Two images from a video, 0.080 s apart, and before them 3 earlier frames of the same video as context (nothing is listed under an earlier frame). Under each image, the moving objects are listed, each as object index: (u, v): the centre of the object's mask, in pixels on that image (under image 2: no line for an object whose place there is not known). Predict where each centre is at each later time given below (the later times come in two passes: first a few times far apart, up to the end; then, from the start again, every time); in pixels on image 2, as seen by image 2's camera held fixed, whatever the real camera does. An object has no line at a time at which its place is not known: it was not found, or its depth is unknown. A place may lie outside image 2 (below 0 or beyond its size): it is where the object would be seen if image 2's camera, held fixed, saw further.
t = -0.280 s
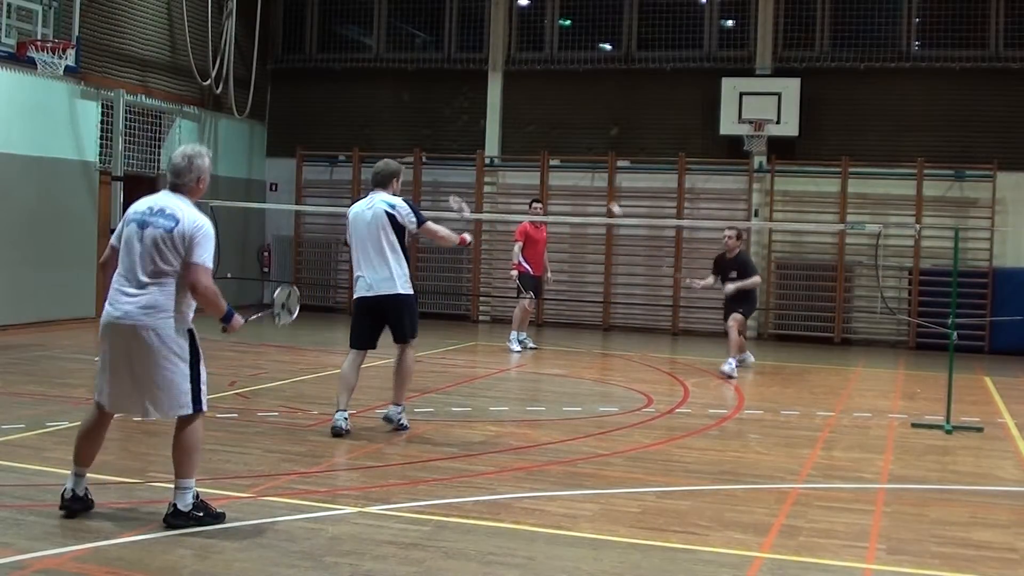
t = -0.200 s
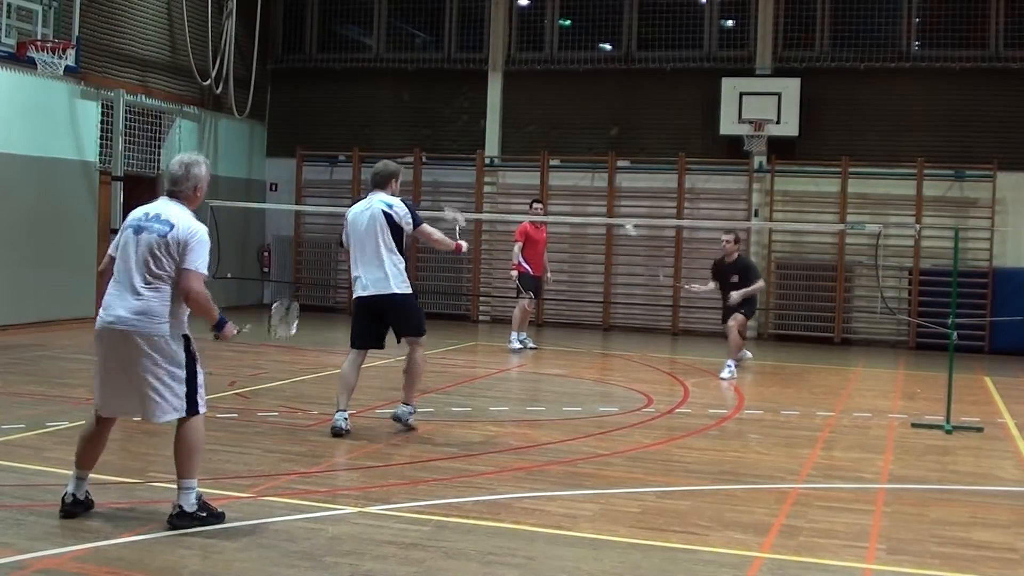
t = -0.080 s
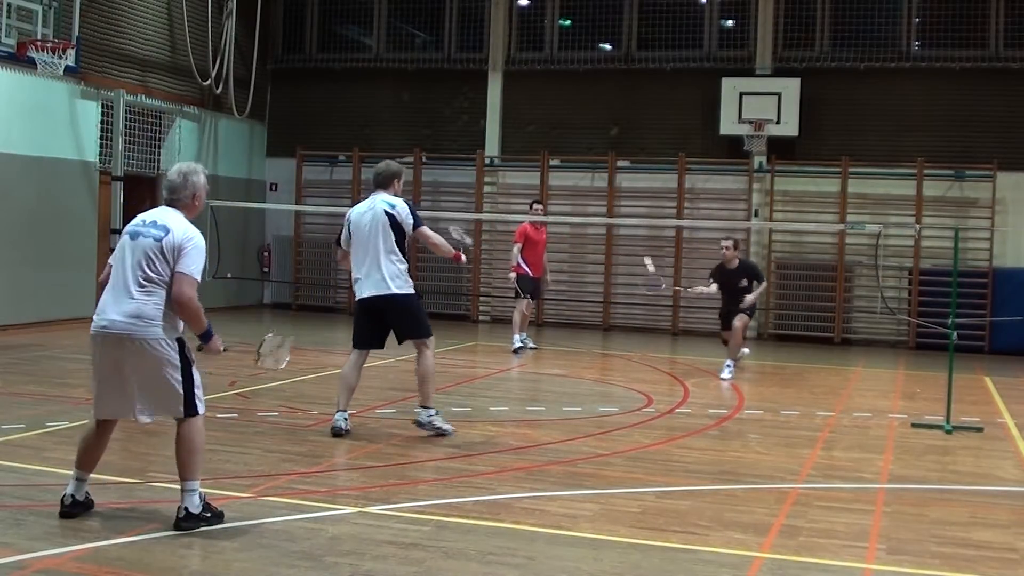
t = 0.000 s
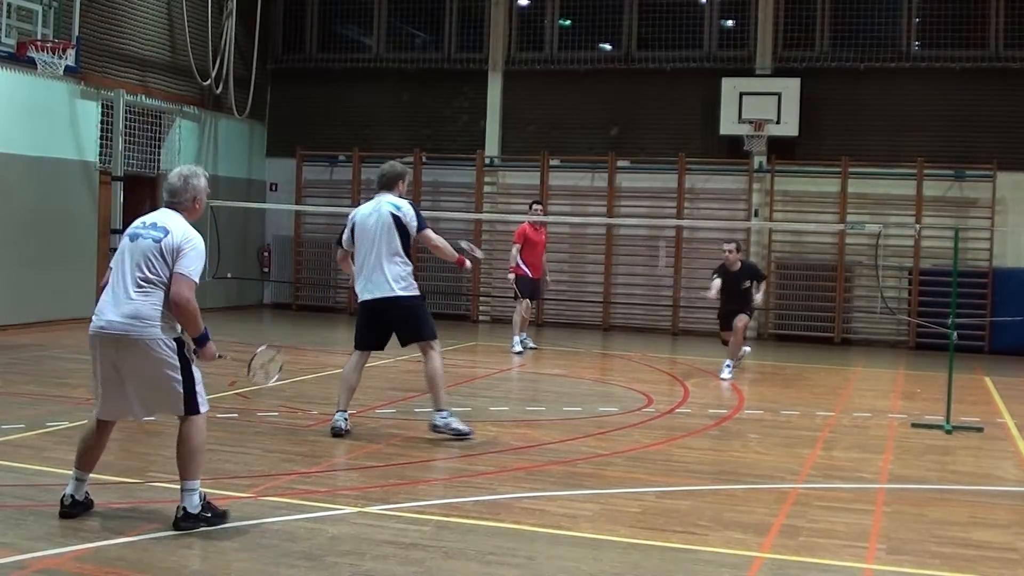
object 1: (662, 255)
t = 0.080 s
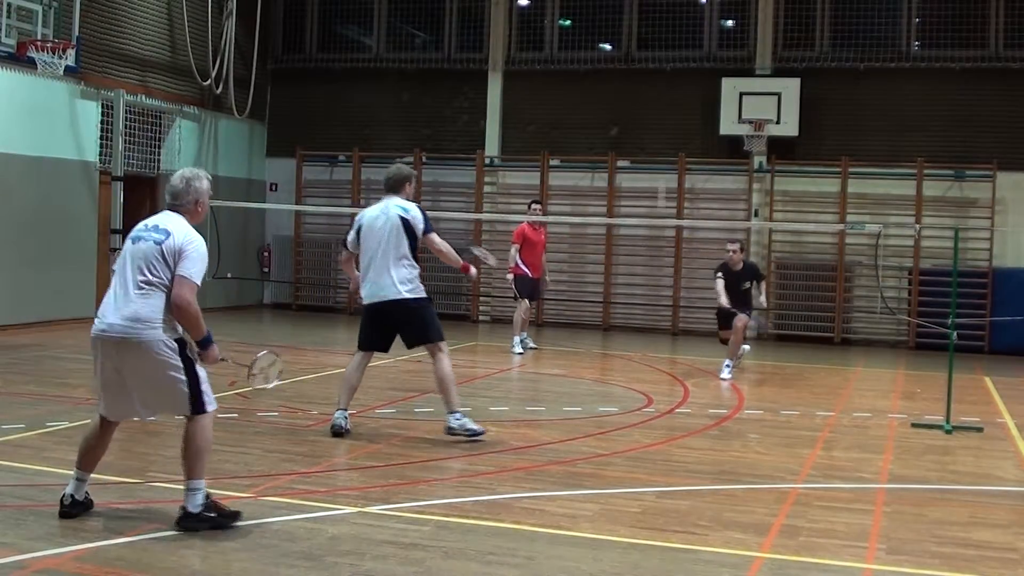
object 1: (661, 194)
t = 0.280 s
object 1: (665, 90)
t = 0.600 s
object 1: (657, 36)
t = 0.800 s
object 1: (642, 90)
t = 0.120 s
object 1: (662, 169)
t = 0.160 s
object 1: (664, 147)
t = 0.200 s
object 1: (664, 126)
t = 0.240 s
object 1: (665, 108)
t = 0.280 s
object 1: (665, 90)
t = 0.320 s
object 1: (664, 76)
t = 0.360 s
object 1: (664, 63)
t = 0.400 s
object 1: (664, 53)
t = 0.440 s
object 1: (663, 45)
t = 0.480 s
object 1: (662, 39)
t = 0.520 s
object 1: (660, 36)
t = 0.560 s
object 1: (659, 35)
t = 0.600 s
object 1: (657, 36)
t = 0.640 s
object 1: (655, 41)
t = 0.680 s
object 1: (653, 48)
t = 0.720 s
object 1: (650, 59)
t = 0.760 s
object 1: (646, 73)
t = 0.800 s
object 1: (642, 90)
